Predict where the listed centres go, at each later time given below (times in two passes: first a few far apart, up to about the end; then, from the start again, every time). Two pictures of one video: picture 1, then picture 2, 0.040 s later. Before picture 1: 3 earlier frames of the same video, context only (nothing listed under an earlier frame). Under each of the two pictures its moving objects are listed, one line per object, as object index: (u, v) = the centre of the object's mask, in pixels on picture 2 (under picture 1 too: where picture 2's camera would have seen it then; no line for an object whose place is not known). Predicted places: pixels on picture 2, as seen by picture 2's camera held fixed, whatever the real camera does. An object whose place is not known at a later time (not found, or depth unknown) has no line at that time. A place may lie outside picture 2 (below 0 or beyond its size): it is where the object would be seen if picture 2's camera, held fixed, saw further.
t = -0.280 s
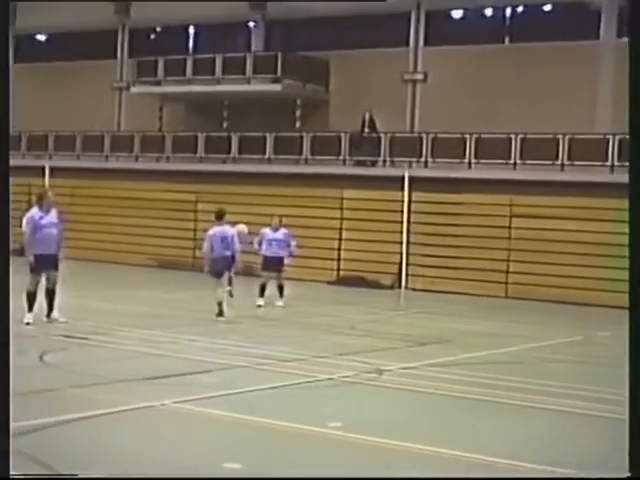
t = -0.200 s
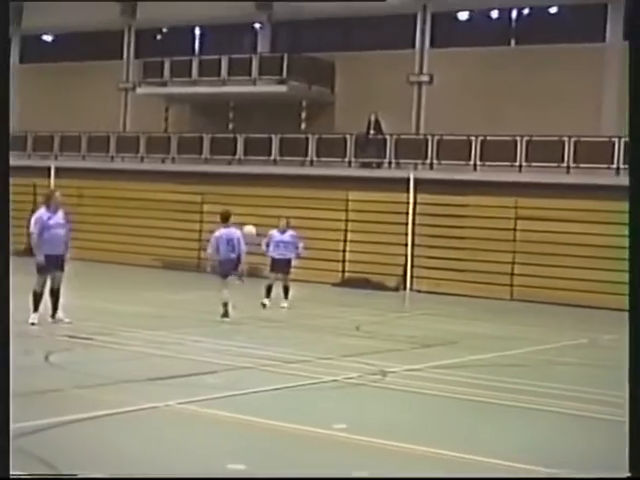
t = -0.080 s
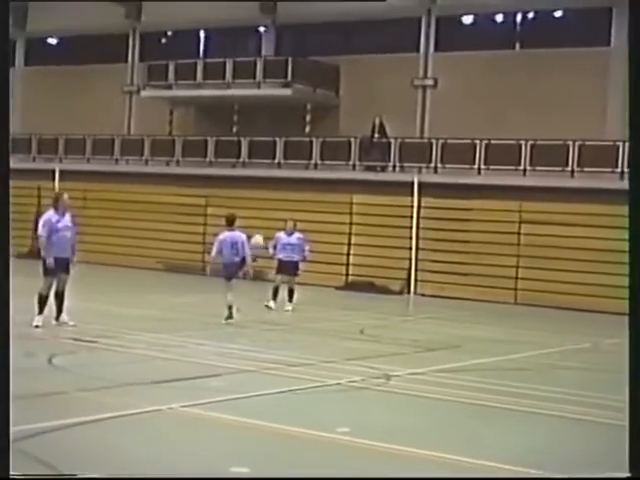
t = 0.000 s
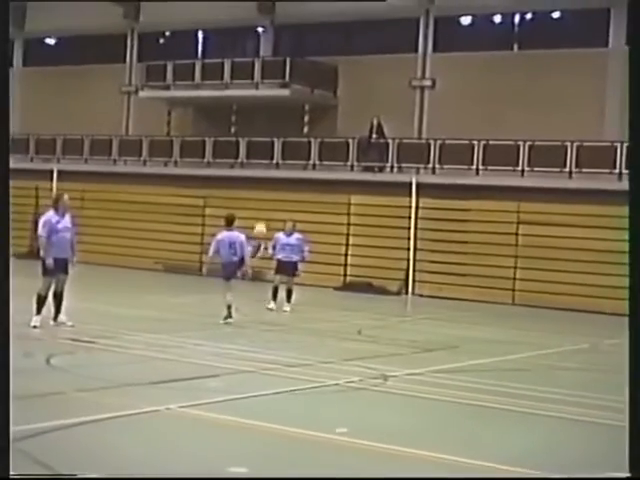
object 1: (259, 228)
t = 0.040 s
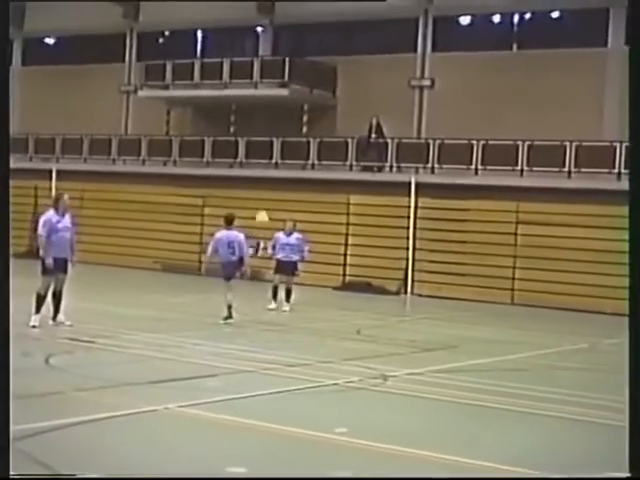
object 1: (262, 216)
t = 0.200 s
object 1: (273, 183)
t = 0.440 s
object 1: (288, 162)
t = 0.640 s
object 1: (297, 168)
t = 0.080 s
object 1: (265, 207)
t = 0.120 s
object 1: (267, 197)
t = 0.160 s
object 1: (270, 189)
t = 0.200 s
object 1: (273, 183)
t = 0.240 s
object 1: (275, 177)
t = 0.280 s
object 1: (278, 173)
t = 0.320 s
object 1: (281, 166)
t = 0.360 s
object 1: (283, 164)
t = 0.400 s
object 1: (286, 162)
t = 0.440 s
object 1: (288, 162)
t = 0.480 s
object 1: (290, 162)
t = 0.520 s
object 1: (292, 162)
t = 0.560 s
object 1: (294, 163)
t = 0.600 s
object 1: (295, 165)
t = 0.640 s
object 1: (297, 168)
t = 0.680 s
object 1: (298, 173)
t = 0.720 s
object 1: (300, 179)
